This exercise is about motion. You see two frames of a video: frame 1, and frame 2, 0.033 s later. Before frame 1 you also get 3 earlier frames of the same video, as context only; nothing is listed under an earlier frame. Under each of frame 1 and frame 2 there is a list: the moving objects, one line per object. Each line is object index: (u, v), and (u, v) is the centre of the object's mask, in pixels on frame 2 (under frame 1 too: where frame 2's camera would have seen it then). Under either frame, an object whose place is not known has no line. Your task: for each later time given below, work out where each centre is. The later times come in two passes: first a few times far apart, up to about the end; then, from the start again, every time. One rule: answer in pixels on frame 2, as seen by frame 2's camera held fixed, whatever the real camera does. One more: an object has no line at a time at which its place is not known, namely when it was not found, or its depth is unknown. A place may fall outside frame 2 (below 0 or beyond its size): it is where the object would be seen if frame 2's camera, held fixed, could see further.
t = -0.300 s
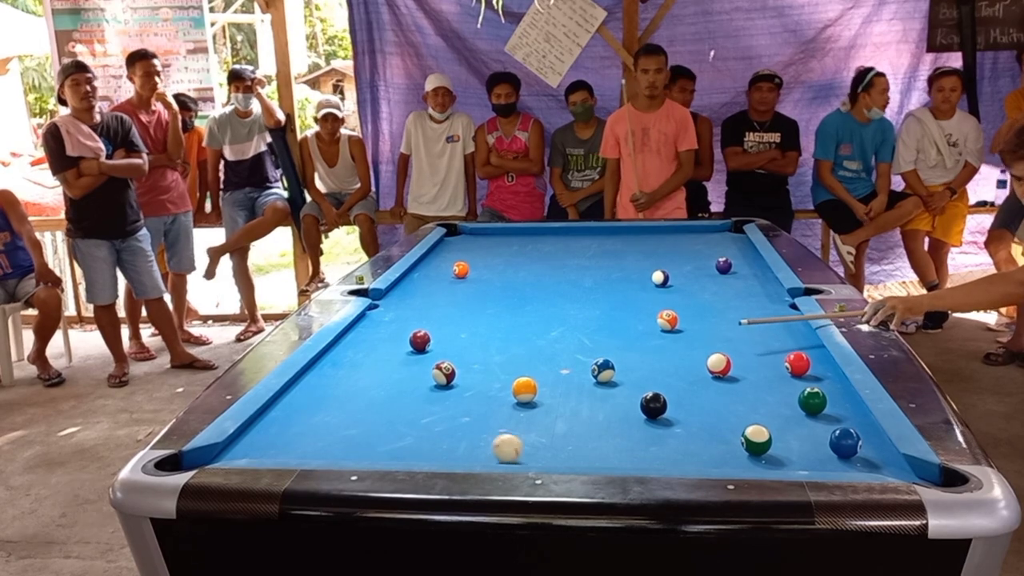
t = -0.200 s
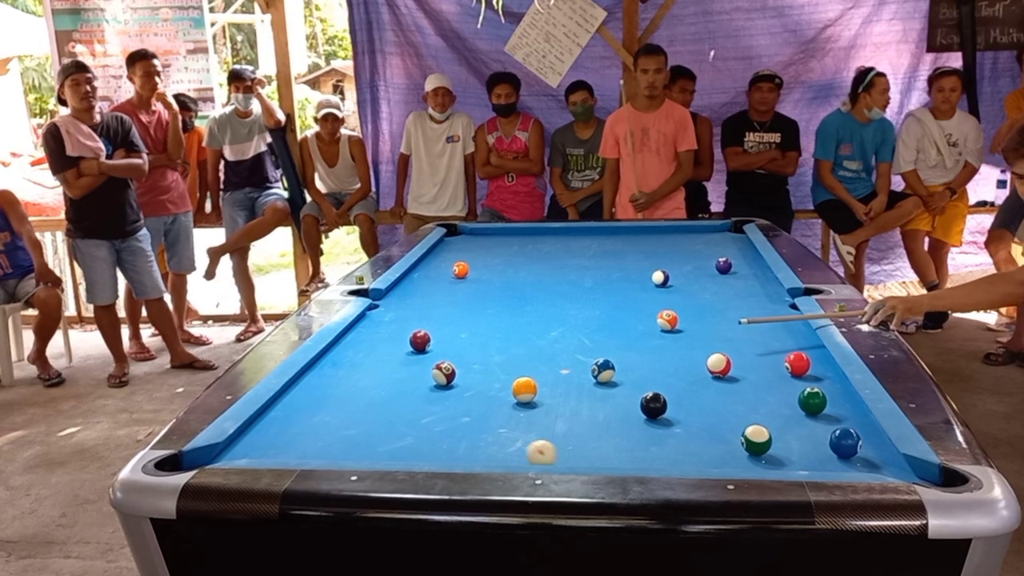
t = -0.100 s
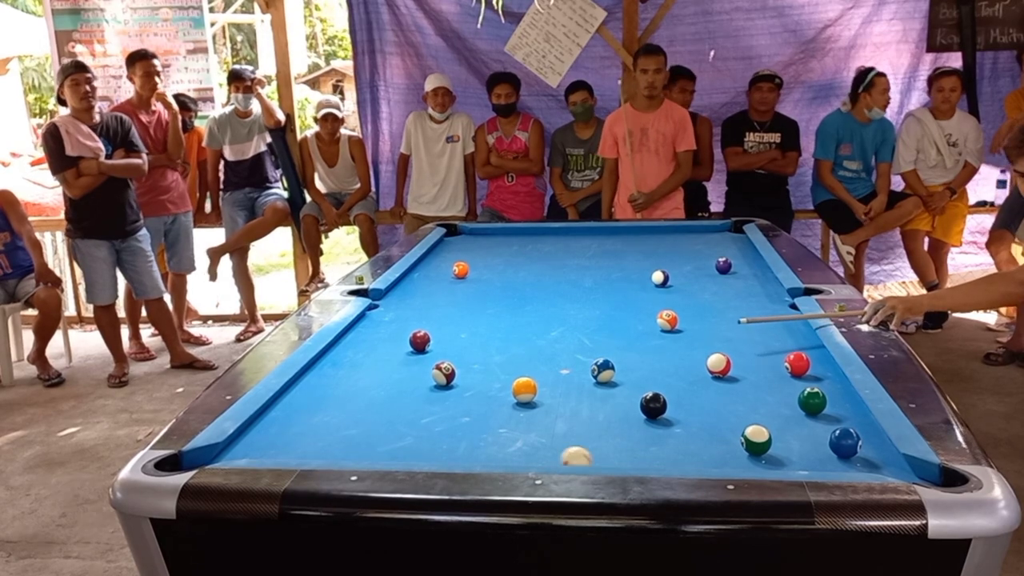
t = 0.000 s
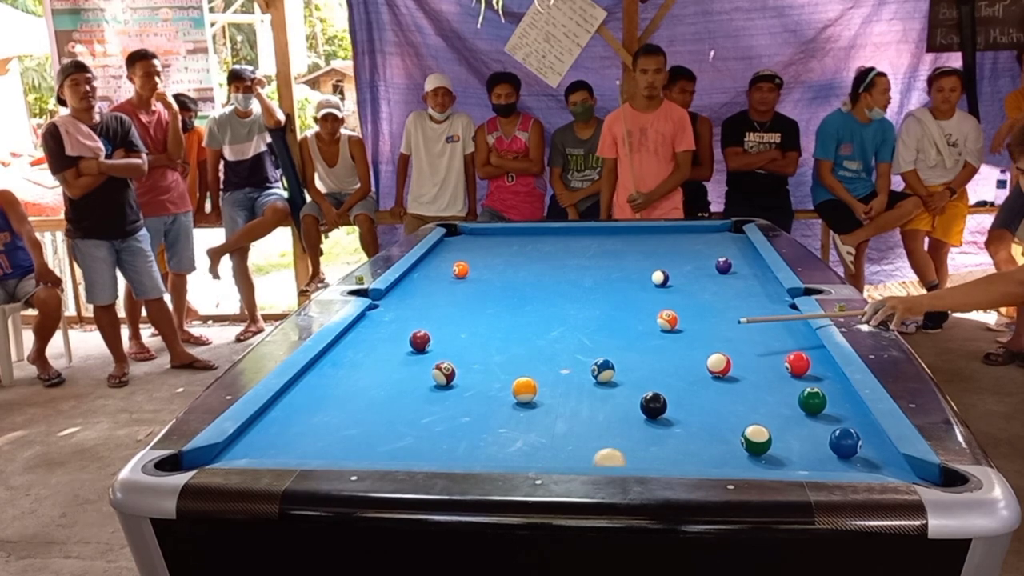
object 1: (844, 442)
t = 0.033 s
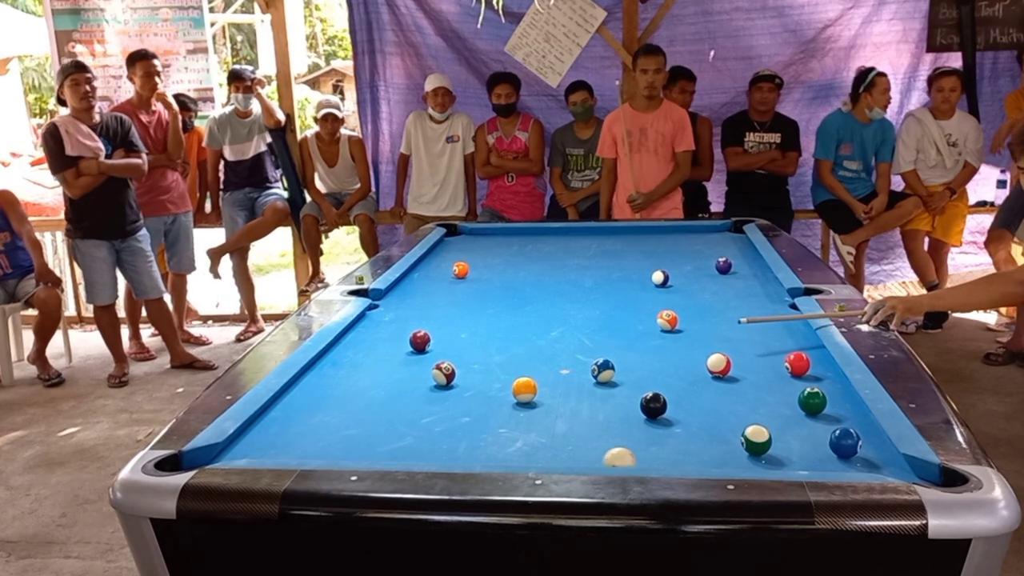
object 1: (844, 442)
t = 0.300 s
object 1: (844, 442)
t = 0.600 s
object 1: (844, 442)
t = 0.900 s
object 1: (846, 434)
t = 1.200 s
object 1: (857, 433)
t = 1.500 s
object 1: (864, 427)
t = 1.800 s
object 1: (857, 425)
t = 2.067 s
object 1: (854, 424)
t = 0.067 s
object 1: (844, 442)
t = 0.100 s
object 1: (844, 442)
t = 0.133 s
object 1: (844, 442)
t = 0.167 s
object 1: (844, 442)
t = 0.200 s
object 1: (844, 442)
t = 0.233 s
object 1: (844, 442)
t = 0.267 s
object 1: (844, 442)
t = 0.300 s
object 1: (844, 442)
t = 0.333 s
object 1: (844, 442)
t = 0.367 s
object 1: (844, 442)
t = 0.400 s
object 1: (844, 442)
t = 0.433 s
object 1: (844, 442)
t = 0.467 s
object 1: (844, 442)
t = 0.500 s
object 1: (844, 442)
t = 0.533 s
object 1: (844, 442)
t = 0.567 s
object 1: (844, 442)
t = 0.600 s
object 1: (844, 442)
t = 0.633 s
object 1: (844, 442)
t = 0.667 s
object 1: (844, 442)
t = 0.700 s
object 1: (844, 442)
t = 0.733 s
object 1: (844, 442)
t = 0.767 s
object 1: (846, 441)
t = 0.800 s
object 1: (848, 438)
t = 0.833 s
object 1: (848, 435)
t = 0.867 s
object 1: (847, 434)
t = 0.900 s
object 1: (846, 434)
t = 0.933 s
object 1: (847, 435)
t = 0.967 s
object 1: (849, 436)
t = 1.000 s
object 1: (850, 437)
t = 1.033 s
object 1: (852, 437)
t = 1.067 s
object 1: (853, 436)
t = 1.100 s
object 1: (855, 435)
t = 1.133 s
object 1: (855, 434)
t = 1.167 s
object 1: (856, 433)
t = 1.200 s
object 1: (857, 433)
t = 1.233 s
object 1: (858, 432)
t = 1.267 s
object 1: (859, 431)
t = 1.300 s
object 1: (860, 431)
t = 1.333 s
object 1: (860, 429)
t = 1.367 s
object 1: (861, 429)
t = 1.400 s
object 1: (862, 428)
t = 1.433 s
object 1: (862, 427)
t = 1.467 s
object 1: (865, 428)
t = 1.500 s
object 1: (864, 427)
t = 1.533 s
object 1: (863, 427)
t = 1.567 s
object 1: (862, 427)
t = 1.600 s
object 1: (861, 426)
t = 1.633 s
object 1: (861, 426)
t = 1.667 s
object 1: (860, 426)
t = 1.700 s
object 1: (859, 426)
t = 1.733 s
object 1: (859, 425)
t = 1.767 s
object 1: (858, 425)
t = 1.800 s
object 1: (857, 425)
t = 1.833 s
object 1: (857, 425)
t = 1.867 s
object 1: (856, 425)
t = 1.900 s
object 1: (856, 425)
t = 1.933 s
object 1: (855, 424)
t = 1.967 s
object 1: (855, 424)
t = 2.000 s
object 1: (855, 424)
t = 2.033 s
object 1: (854, 424)
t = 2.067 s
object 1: (854, 424)
